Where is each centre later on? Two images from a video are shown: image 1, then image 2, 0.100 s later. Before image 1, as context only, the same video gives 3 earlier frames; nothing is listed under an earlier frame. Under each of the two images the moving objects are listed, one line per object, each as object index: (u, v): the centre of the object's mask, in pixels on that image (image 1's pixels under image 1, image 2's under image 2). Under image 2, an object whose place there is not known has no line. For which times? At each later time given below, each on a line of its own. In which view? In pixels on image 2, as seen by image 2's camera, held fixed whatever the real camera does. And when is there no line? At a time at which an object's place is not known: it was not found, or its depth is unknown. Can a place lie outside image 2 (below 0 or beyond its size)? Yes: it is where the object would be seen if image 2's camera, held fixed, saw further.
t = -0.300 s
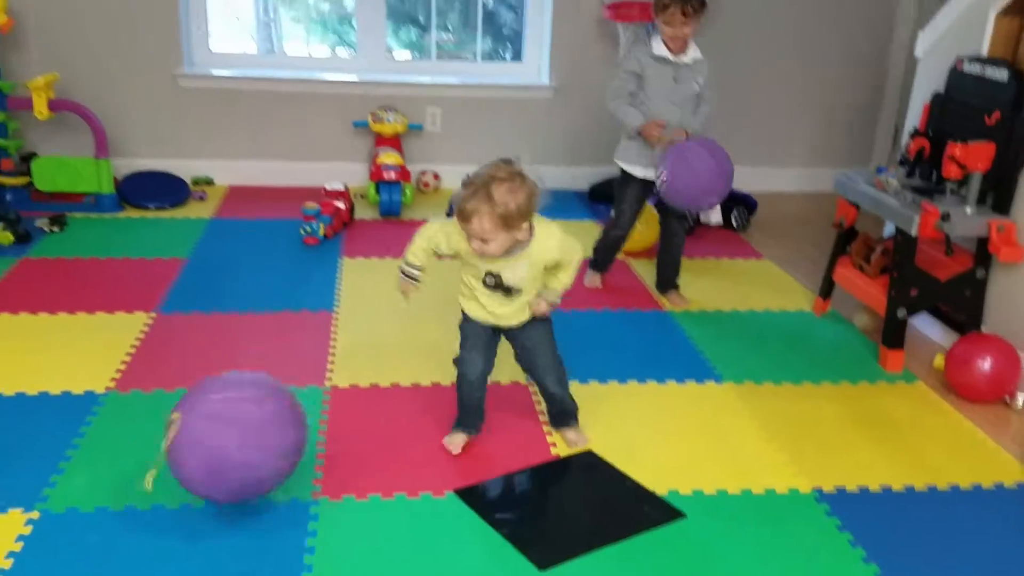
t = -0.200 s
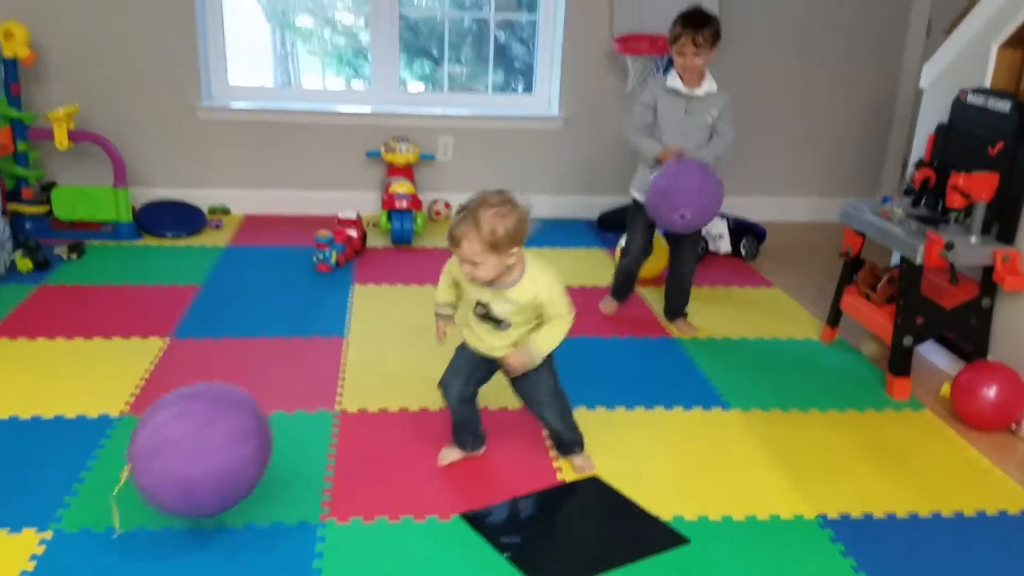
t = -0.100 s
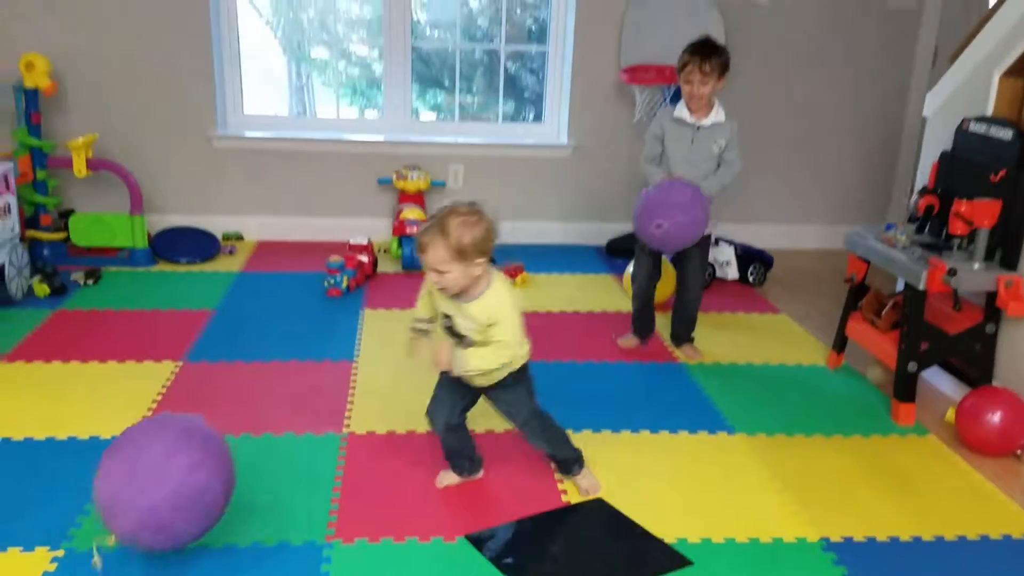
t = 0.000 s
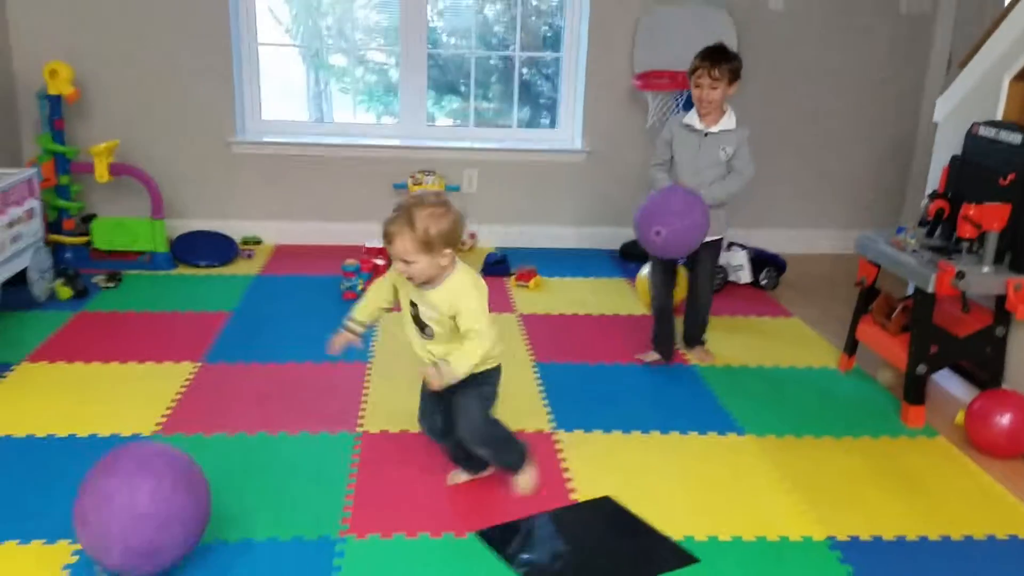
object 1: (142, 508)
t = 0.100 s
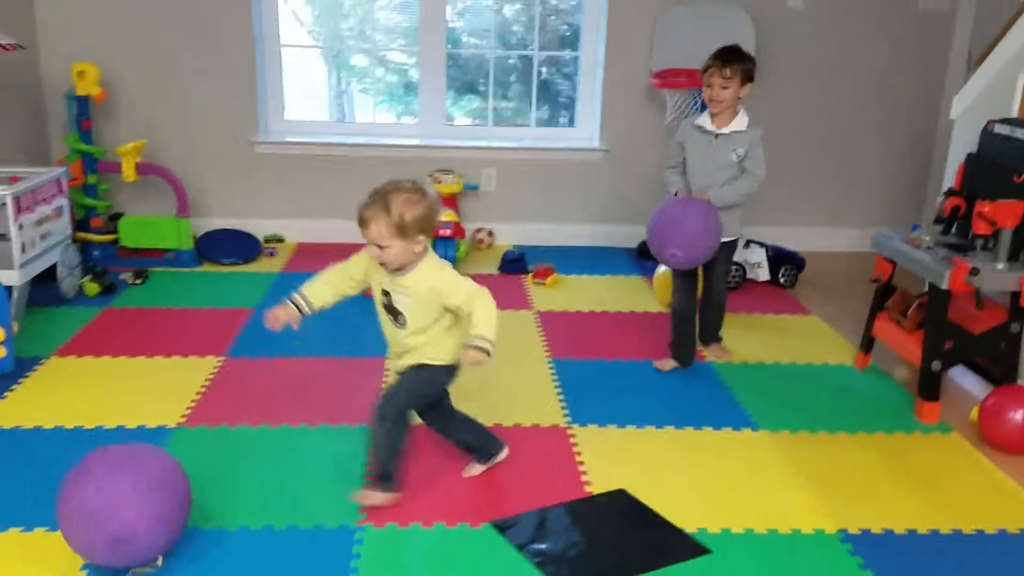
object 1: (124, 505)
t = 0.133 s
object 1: (109, 503)
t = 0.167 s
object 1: (94, 502)
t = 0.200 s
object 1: (79, 504)
